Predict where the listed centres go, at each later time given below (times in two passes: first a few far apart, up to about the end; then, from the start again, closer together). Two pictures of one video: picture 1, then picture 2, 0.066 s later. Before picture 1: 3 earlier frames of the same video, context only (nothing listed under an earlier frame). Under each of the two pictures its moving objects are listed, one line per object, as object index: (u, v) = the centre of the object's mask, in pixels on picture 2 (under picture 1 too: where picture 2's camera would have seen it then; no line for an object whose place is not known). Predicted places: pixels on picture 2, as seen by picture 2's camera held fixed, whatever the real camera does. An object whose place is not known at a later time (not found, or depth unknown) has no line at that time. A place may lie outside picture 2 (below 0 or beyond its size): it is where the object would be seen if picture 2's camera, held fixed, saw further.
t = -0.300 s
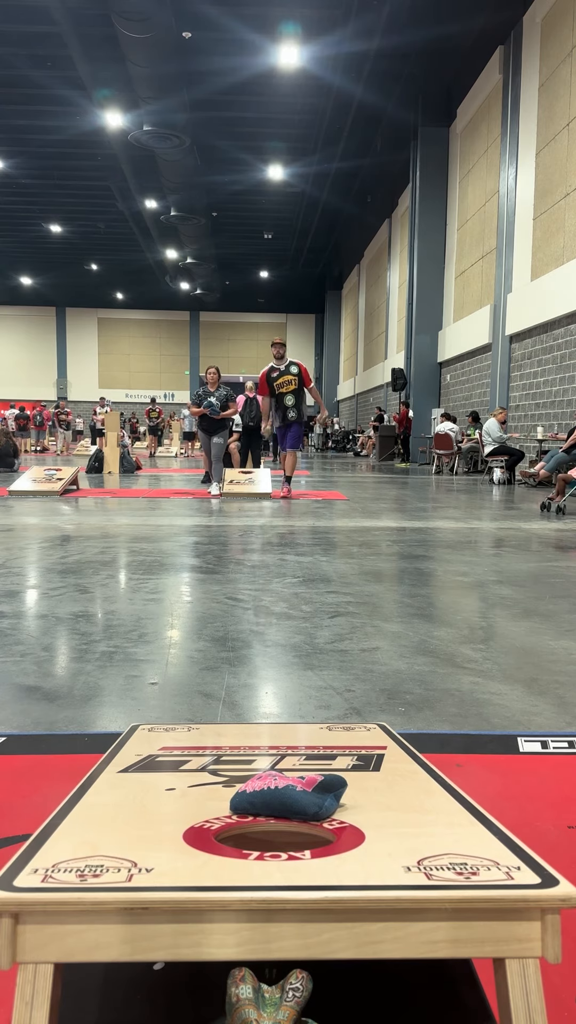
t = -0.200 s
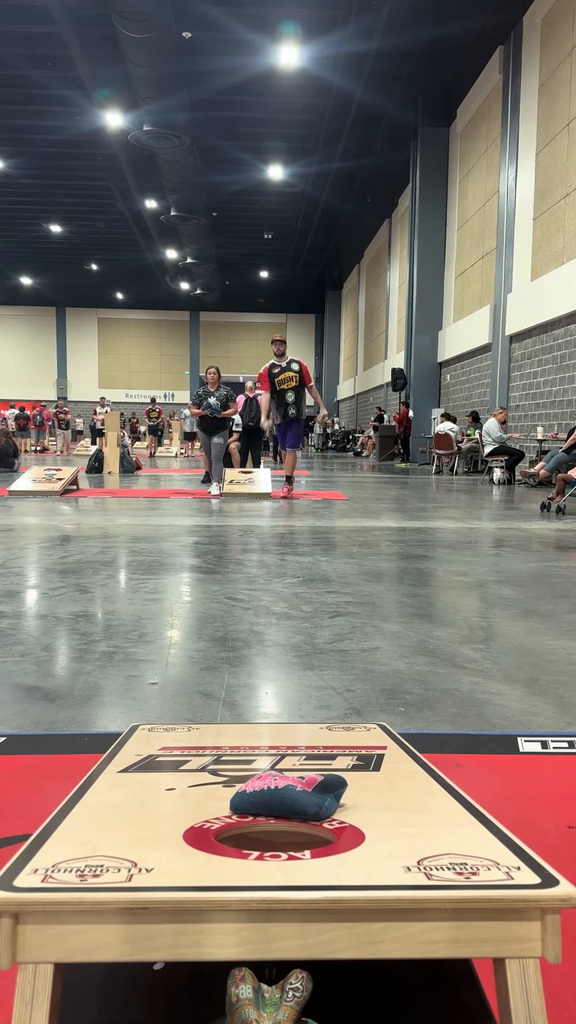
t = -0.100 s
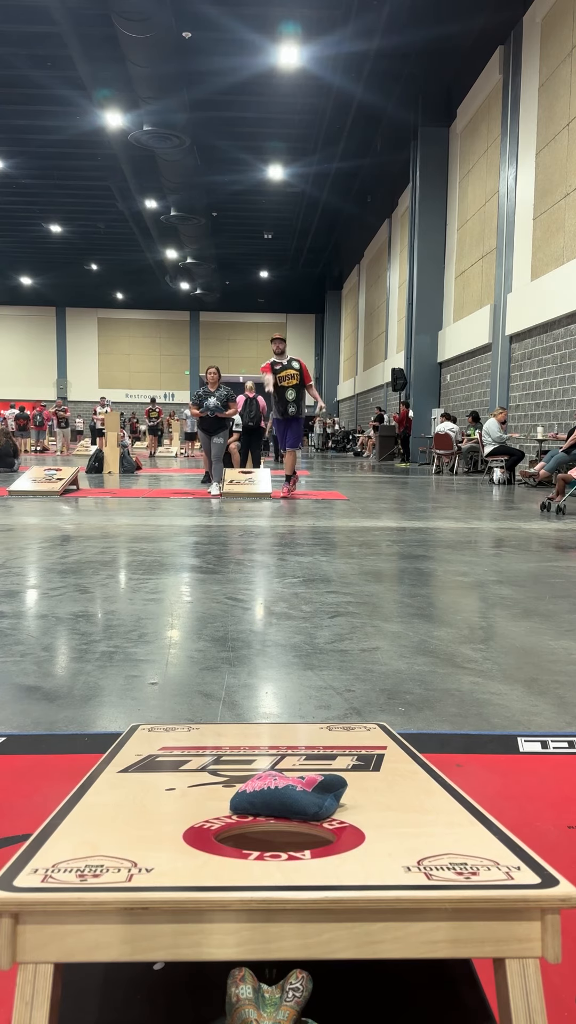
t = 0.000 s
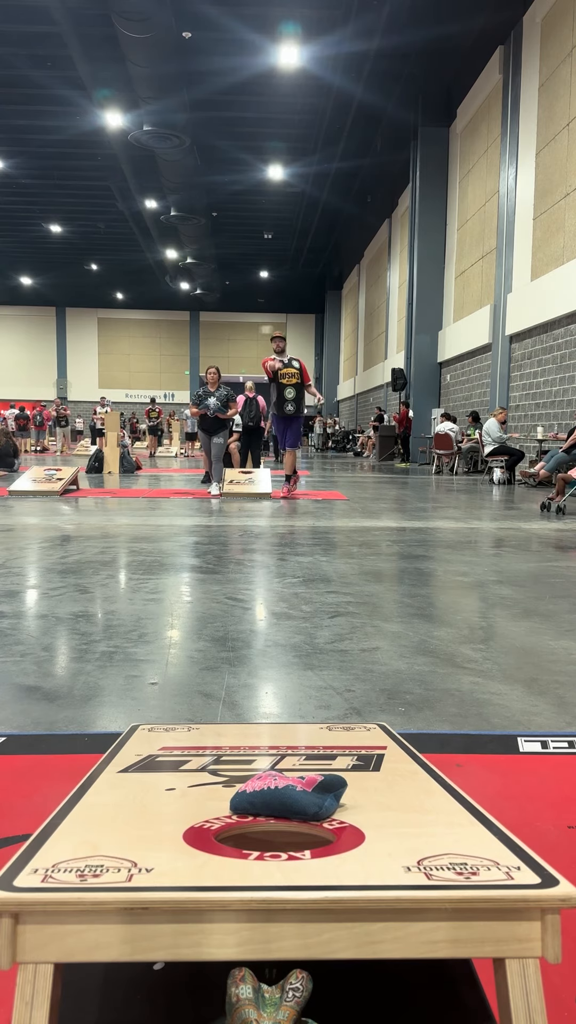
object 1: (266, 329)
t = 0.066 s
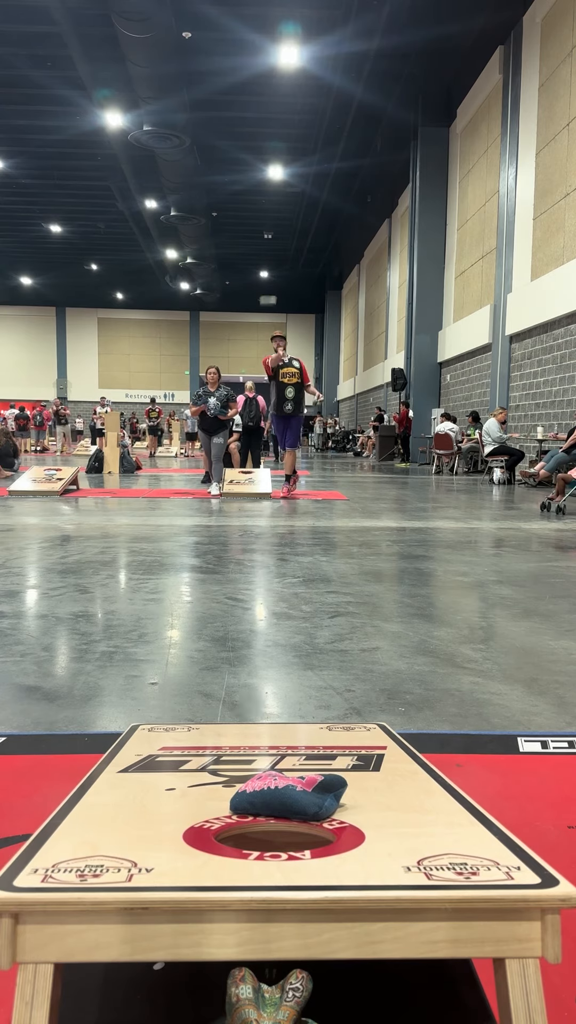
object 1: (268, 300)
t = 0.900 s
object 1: (258, 369)
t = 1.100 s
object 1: (247, 746)
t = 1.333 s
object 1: (215, 802)
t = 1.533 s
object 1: (211, 813)
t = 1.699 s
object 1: (215, 815)
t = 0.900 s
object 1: (258, 369)
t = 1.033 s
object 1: (254, 713)
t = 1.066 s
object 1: (249, 740)
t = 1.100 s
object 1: (247, 746)
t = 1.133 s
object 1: (244, 759)
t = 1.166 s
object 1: (237, 770)
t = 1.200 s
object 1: (225, 779)
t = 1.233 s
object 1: (220, 785)
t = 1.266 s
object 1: (218, 790)
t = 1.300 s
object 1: (218, 797)
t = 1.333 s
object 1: (215, 802)
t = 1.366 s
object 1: (213, 807)
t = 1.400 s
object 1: (211, 810)
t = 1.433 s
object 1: (211, 812)
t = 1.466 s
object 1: (211, 813)
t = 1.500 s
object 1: (211, 813)
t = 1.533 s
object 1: (211, 813)
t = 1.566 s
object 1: (211, 813)
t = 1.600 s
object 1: (211, 813)
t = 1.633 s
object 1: (211, 814)
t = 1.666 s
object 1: (213, 814)
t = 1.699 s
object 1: (215, 815)
